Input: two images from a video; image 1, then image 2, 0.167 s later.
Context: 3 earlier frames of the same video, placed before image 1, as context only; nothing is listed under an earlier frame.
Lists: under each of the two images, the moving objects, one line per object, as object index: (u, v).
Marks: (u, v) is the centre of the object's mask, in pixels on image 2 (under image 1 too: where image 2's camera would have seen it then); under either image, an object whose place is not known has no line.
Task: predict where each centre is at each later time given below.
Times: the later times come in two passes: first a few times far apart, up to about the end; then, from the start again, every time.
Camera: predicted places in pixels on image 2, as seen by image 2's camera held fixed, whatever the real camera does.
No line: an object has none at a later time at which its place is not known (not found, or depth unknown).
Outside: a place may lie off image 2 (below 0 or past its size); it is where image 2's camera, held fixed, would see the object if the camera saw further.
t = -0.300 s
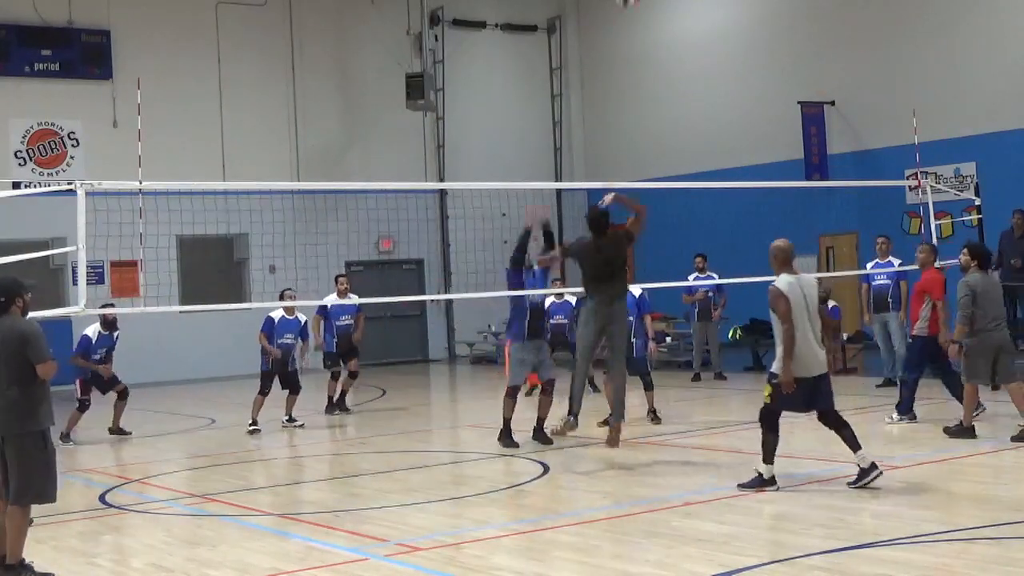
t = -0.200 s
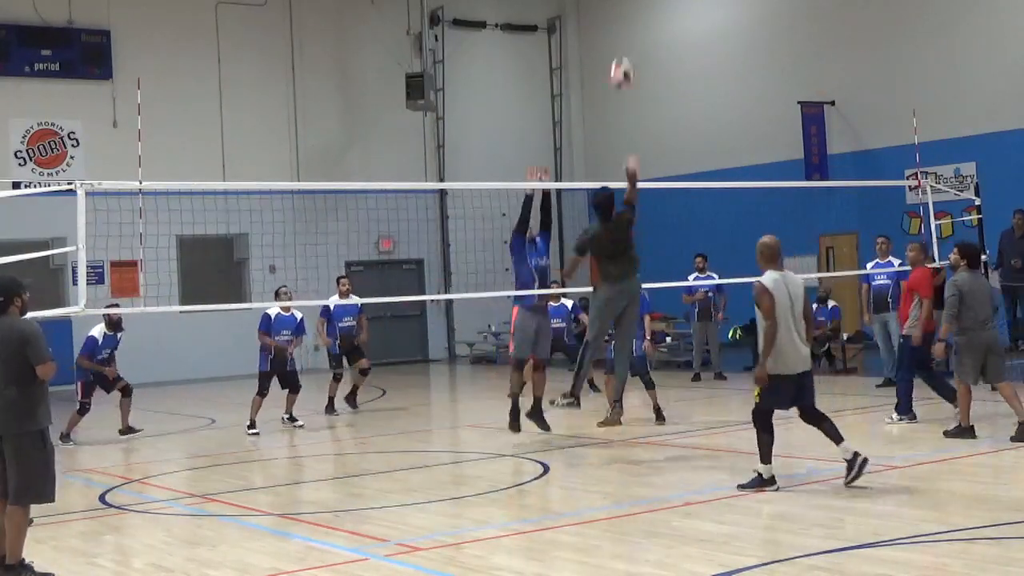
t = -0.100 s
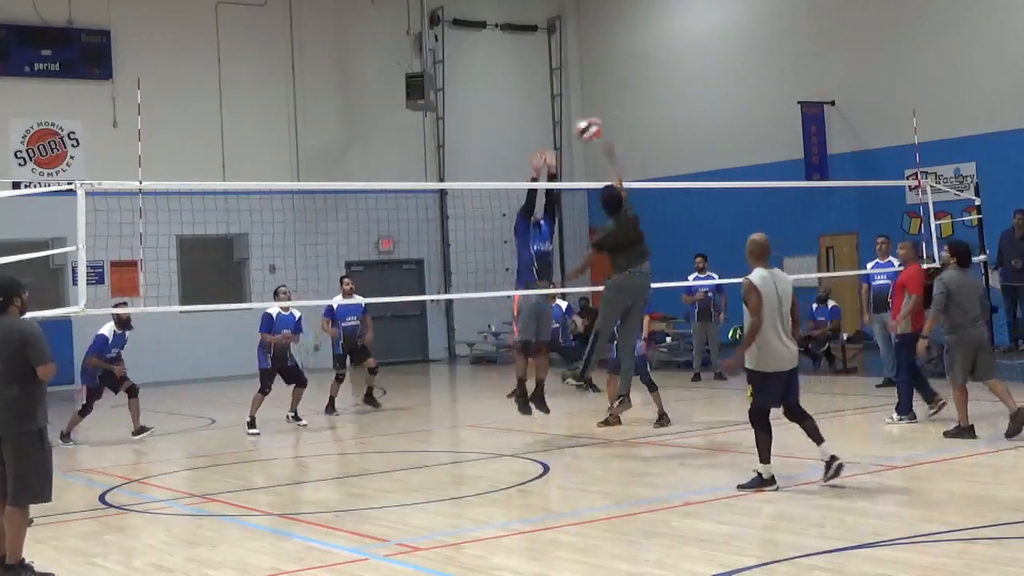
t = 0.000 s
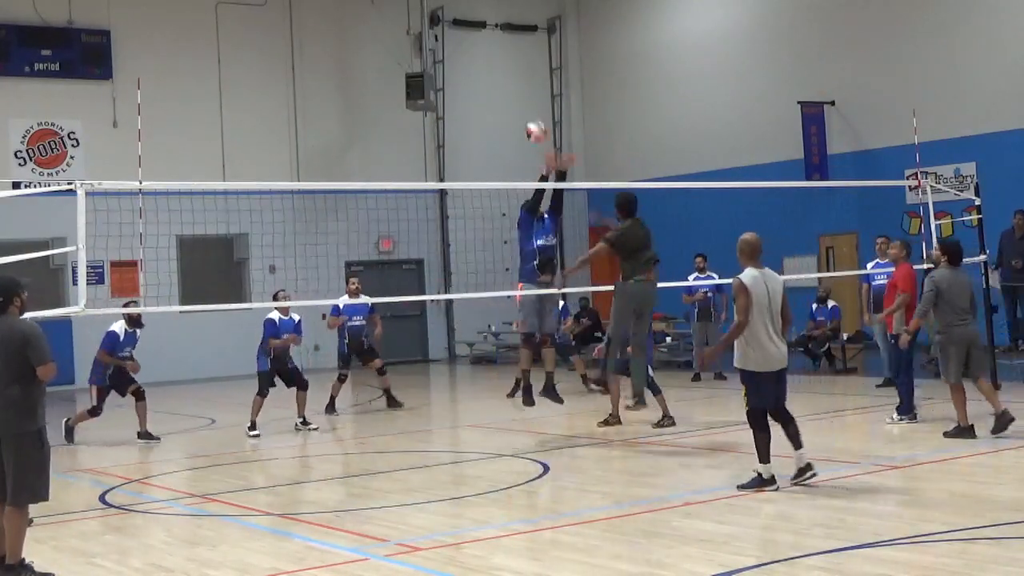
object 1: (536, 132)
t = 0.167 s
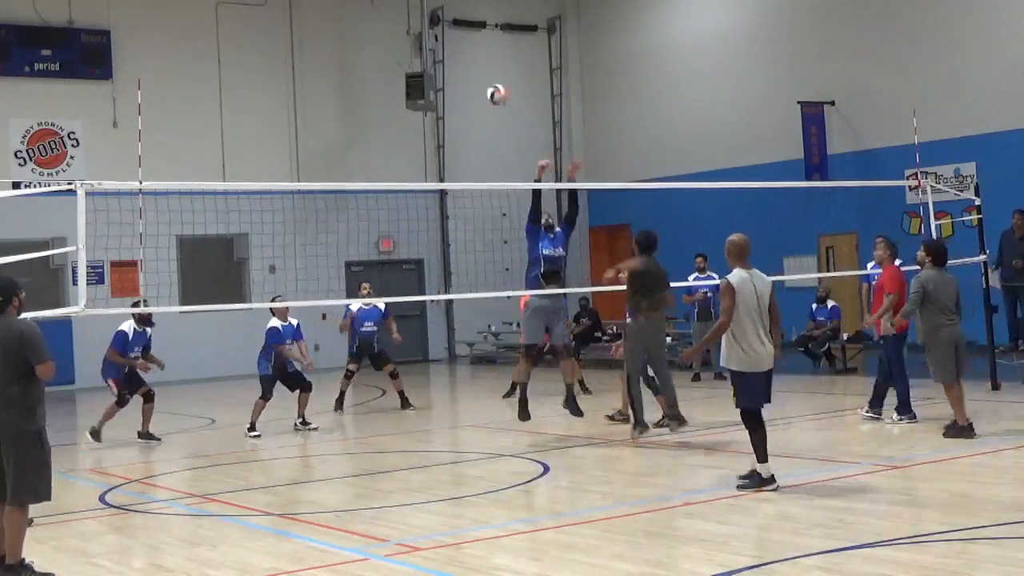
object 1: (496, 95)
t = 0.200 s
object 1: (490, 92)
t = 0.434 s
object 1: (443, 99)
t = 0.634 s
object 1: (410, 144)
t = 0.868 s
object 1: (379, 236)
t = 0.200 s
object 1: (490, 92)
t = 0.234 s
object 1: (483, 89)
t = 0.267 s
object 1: (475, 88)
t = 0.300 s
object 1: (468, 88)
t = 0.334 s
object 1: (462, 89)
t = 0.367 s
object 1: (456, 91)
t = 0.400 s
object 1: (450, 94)
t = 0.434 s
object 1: (443, 99)
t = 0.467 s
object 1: (437, 104)
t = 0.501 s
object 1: (432, 109)
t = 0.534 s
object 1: (426, 117)
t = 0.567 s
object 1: (420, 125)
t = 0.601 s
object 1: (415, 133)
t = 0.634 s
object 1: (410, 144)
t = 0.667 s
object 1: (405, 155)
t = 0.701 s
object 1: (401, 165)
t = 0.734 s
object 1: (395, 176)
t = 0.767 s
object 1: (391, 192)
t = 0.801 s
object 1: (388, 205)
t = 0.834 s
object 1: (383, 219)
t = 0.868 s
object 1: (379, 236)
